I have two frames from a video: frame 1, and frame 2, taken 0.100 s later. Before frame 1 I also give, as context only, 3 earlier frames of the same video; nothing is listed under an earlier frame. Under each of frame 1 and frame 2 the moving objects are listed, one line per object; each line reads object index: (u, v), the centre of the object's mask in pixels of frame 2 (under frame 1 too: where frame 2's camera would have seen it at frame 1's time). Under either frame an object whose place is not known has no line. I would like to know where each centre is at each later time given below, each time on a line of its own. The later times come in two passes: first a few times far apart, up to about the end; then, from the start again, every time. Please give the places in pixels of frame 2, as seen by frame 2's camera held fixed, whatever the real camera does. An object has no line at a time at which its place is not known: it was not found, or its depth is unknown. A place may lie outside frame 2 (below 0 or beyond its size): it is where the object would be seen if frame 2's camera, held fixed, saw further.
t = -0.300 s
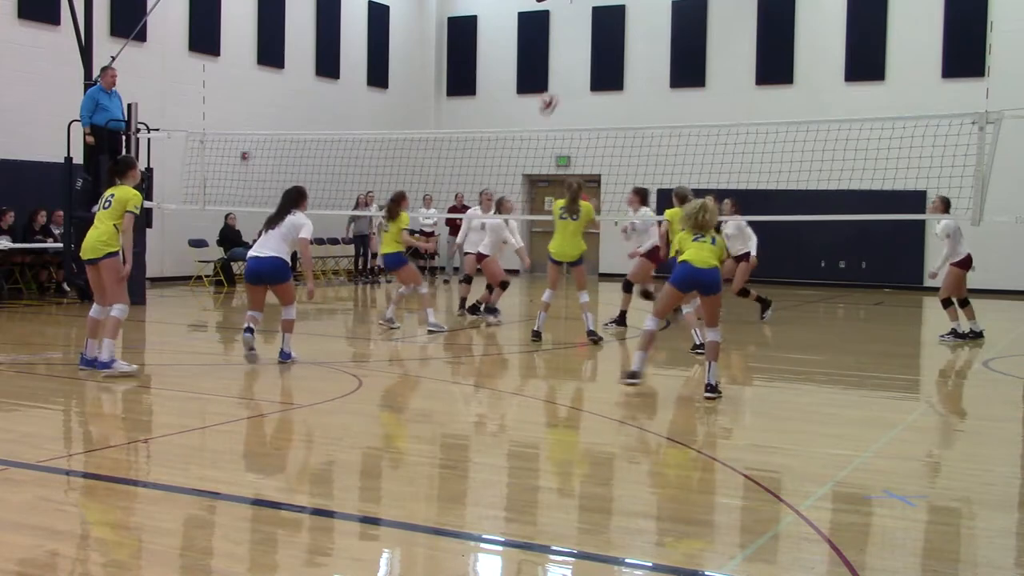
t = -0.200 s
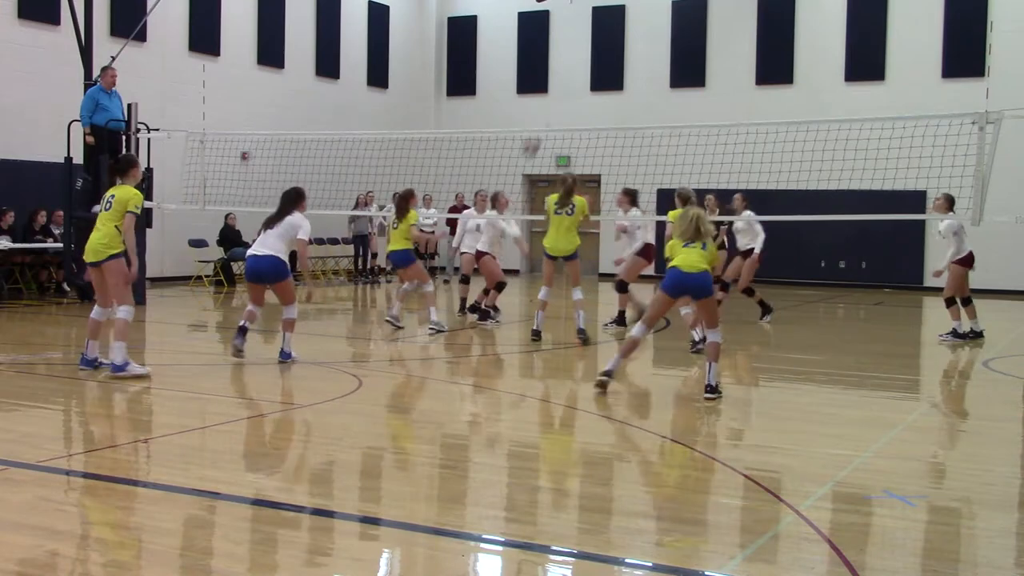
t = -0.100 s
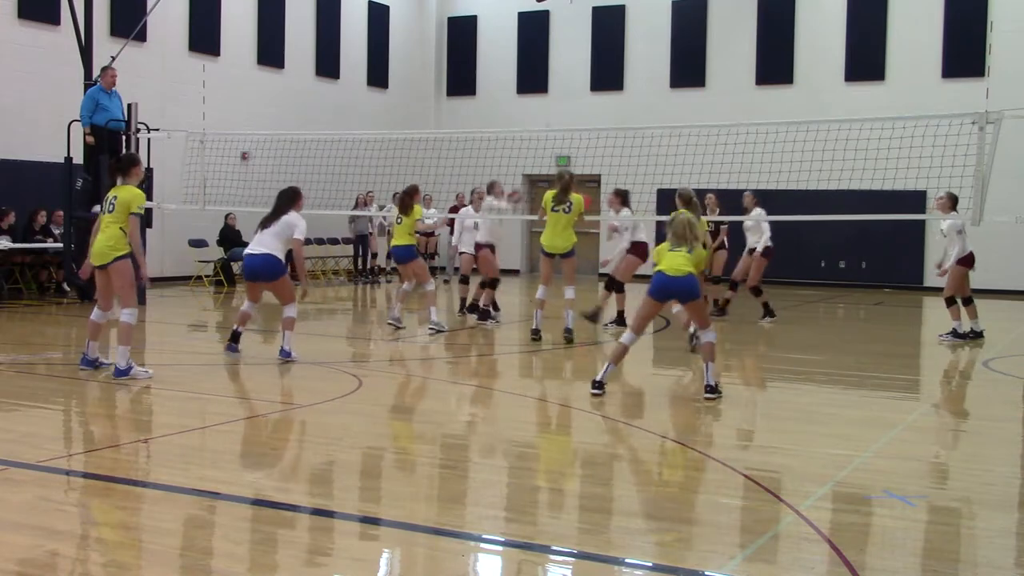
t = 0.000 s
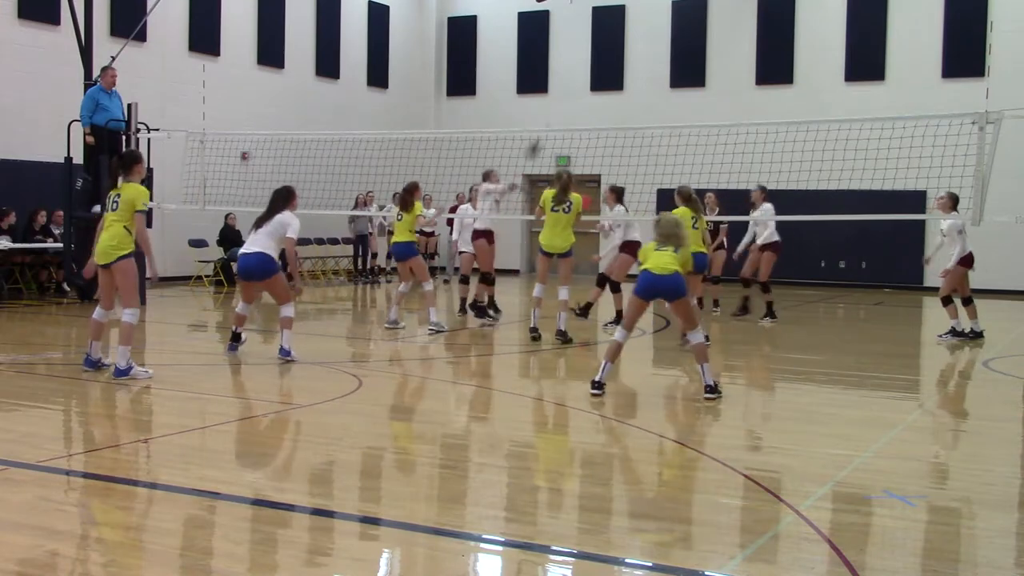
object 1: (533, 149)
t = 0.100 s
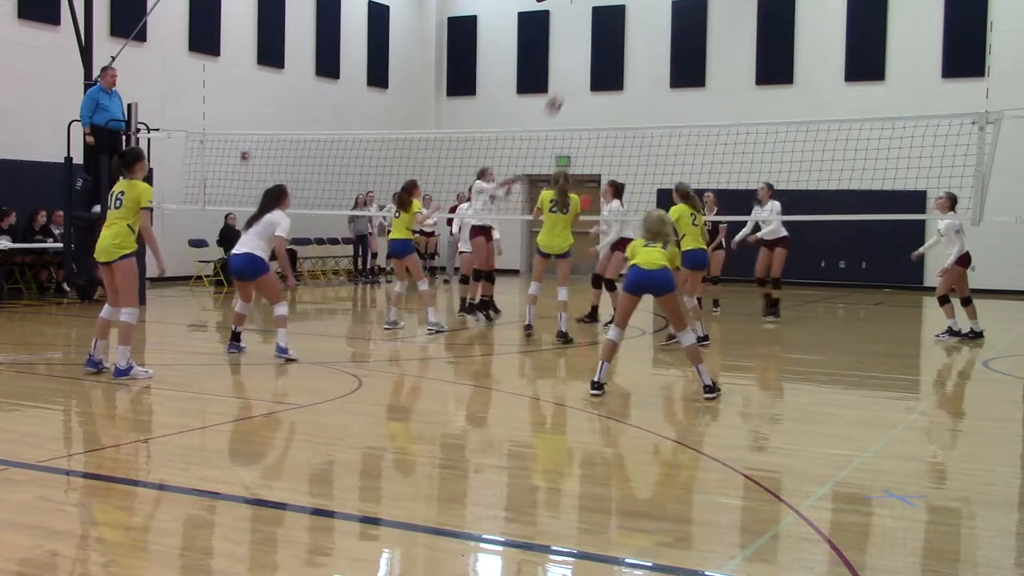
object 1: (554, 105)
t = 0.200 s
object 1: (574, 70)
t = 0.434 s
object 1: (617, 25)
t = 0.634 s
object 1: (653, 25)
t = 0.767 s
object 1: (676, 42)
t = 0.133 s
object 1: (561, 93)
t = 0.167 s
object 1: (567, 81)
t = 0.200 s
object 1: (574, 70)
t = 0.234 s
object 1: (580, 60)
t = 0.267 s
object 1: (588, 52)
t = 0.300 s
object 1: (594, 44)
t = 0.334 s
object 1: (600, 38)
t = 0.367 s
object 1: (606, 33)
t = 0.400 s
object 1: (611, 29)
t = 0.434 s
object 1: (617, 25)
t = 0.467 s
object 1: (622, 23)
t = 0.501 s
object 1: (628, 22)
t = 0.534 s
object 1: (636, 22)
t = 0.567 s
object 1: (642, 22)
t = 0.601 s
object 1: (647, 23)
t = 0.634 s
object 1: (653, 25)
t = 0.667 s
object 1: (658, 28)
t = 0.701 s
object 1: (665, 33)
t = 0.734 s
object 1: (671, 37)
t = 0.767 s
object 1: (676, 42)
